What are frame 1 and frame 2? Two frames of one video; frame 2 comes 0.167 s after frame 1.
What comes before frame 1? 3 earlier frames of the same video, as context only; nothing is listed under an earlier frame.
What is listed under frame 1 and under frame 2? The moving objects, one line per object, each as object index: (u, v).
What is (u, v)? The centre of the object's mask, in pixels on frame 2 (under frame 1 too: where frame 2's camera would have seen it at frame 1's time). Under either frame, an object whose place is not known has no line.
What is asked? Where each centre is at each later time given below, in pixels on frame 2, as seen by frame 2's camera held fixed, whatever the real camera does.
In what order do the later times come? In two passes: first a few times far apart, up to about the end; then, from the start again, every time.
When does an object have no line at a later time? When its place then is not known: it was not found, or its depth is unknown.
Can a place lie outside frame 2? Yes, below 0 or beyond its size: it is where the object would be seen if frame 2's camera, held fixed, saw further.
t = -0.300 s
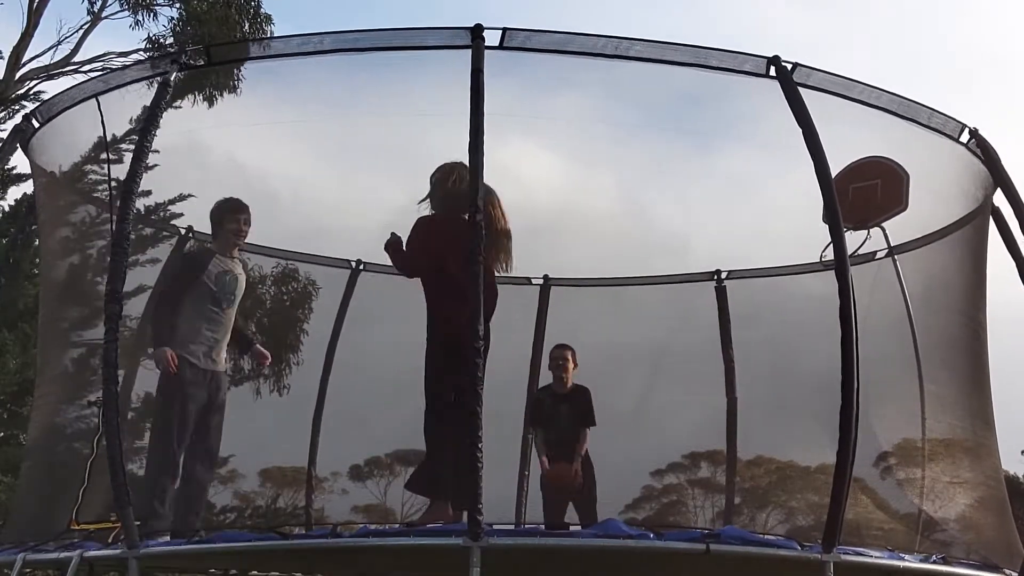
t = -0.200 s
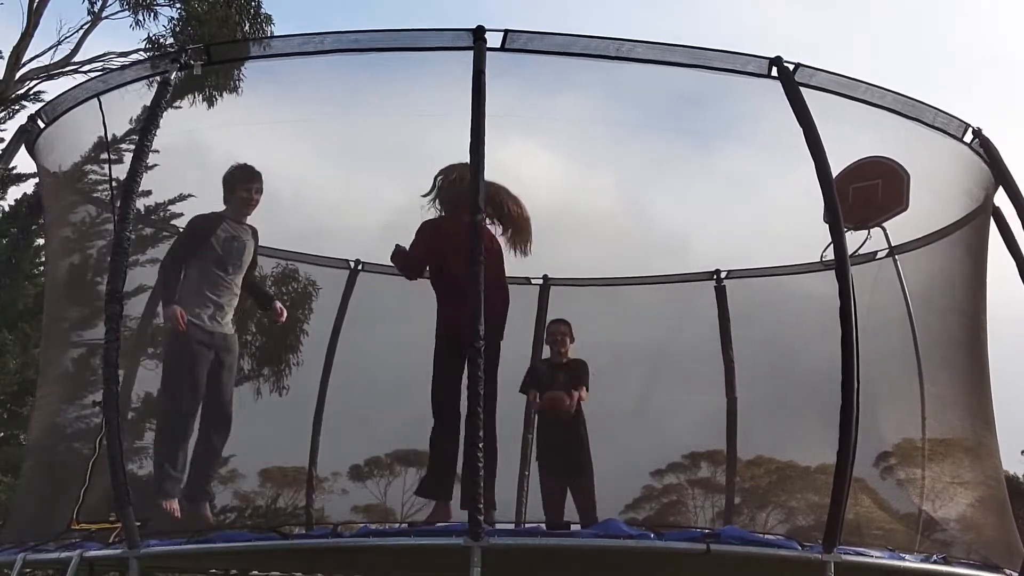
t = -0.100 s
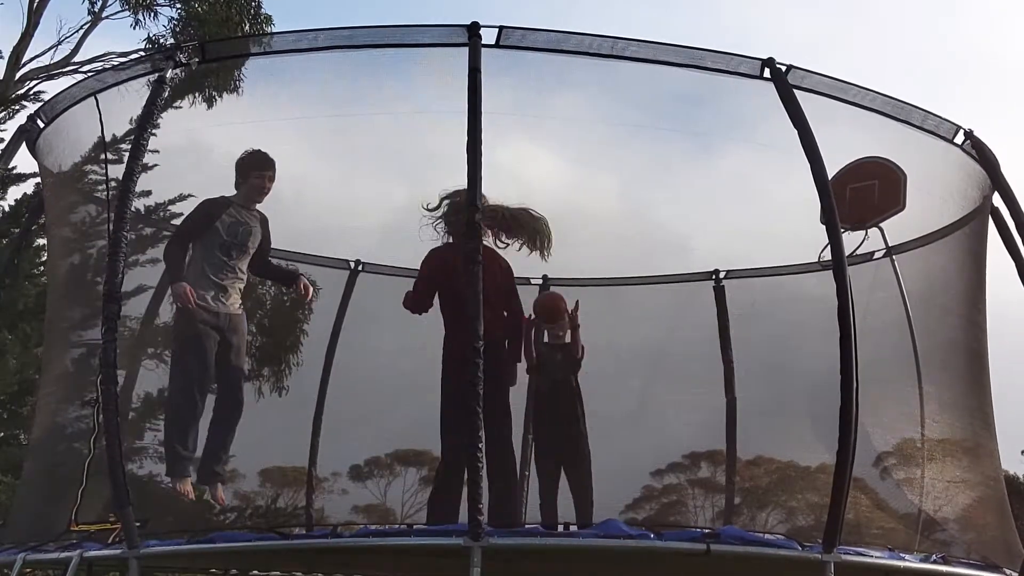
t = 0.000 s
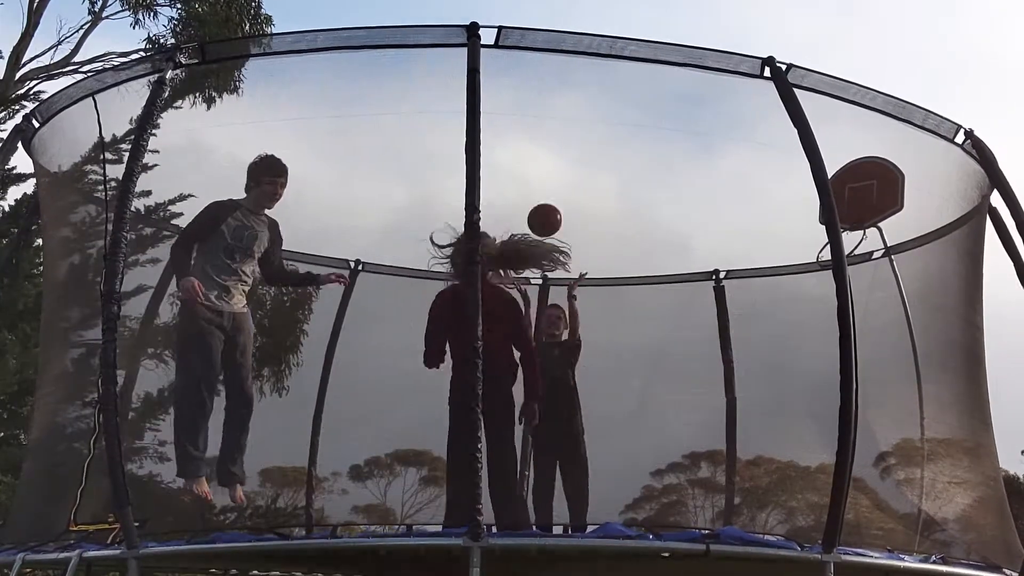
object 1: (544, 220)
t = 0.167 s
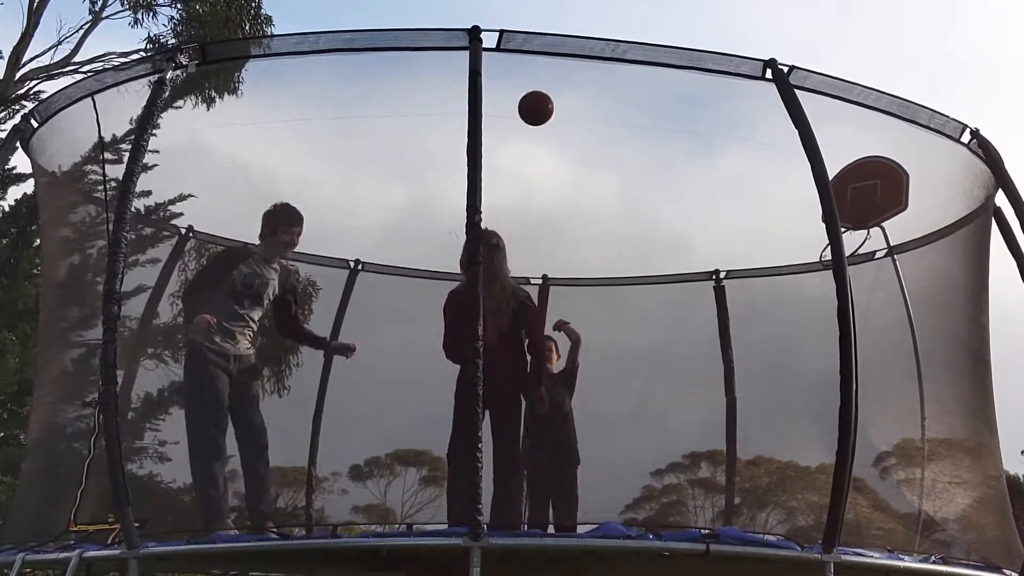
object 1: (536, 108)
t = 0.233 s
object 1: (532, 76)
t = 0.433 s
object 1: (520, 23)
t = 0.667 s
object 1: (502, 59)
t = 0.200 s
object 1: (534, 91)
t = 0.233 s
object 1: (532, 76)
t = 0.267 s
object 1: (530, 63)
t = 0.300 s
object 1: (528, 50)
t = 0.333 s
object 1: (527, 41)
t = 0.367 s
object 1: (524, 33)
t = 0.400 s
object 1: (522, 27)
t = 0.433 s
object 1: (520, 23)
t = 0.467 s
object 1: (518, 21)
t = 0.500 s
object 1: (515, 22)
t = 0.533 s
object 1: (513, 25)
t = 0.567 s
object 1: (510, 29)
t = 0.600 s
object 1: (508, 37)
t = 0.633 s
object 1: (505, 47)
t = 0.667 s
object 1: (502, 59)
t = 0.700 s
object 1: (501, 74)
